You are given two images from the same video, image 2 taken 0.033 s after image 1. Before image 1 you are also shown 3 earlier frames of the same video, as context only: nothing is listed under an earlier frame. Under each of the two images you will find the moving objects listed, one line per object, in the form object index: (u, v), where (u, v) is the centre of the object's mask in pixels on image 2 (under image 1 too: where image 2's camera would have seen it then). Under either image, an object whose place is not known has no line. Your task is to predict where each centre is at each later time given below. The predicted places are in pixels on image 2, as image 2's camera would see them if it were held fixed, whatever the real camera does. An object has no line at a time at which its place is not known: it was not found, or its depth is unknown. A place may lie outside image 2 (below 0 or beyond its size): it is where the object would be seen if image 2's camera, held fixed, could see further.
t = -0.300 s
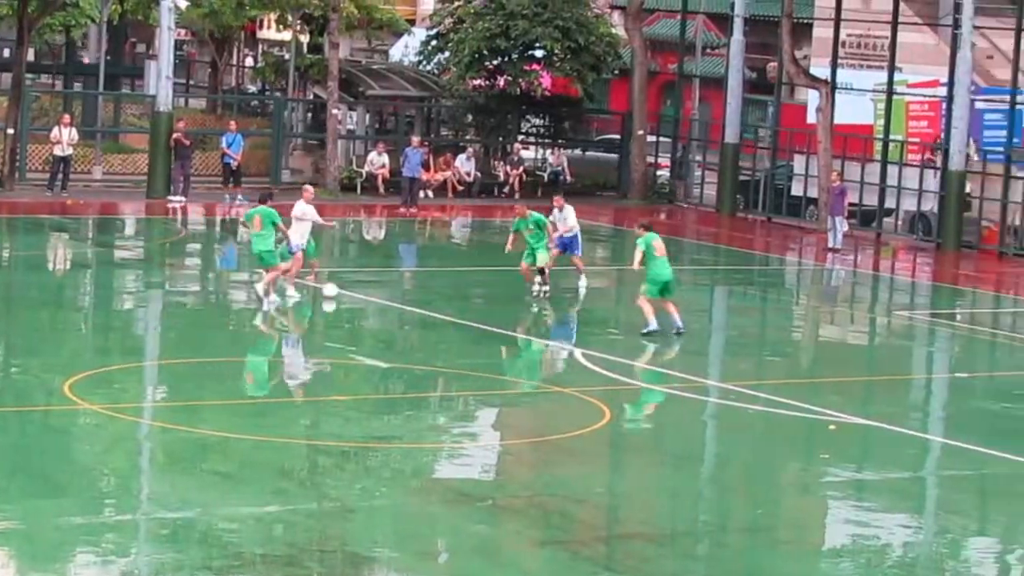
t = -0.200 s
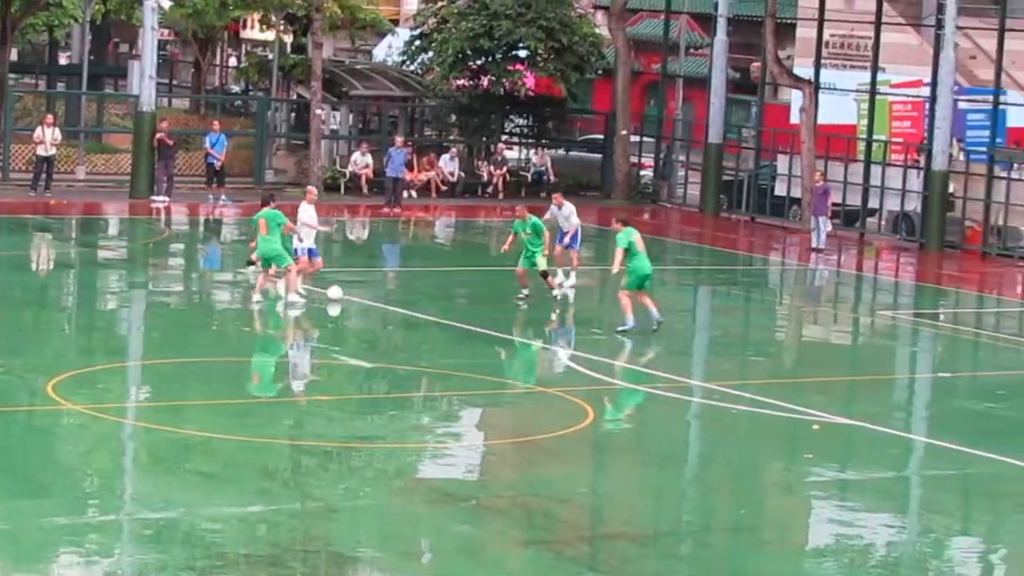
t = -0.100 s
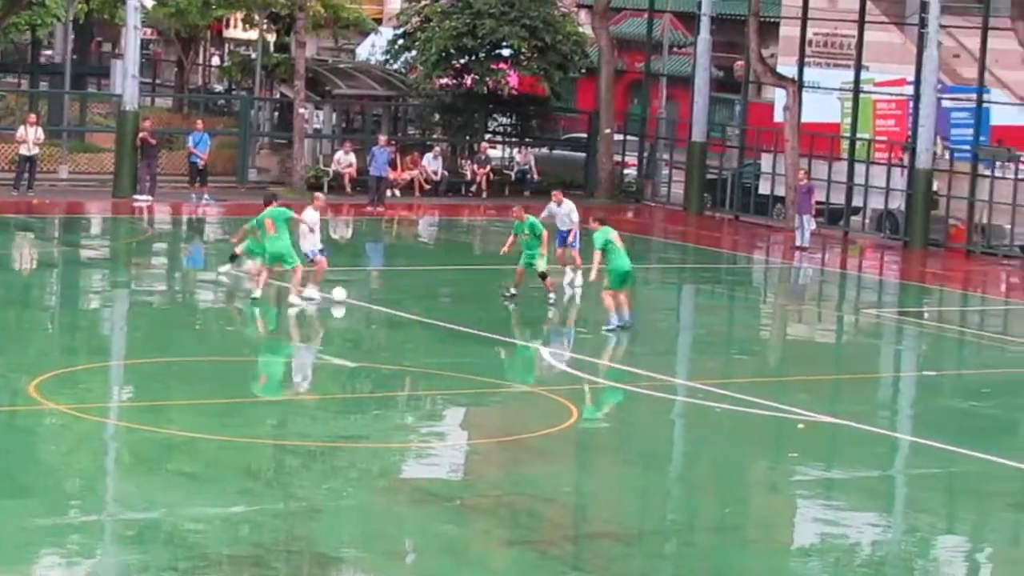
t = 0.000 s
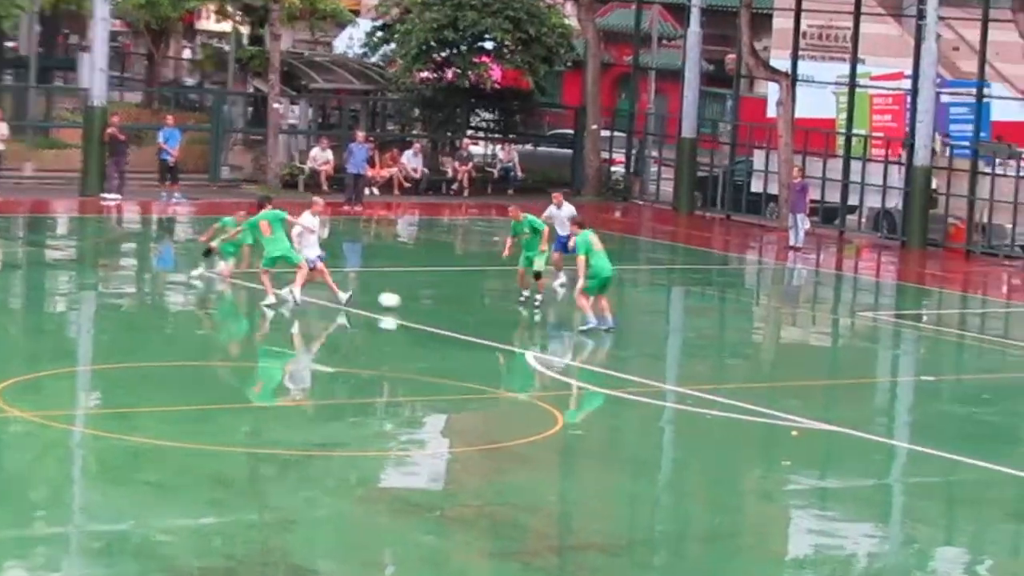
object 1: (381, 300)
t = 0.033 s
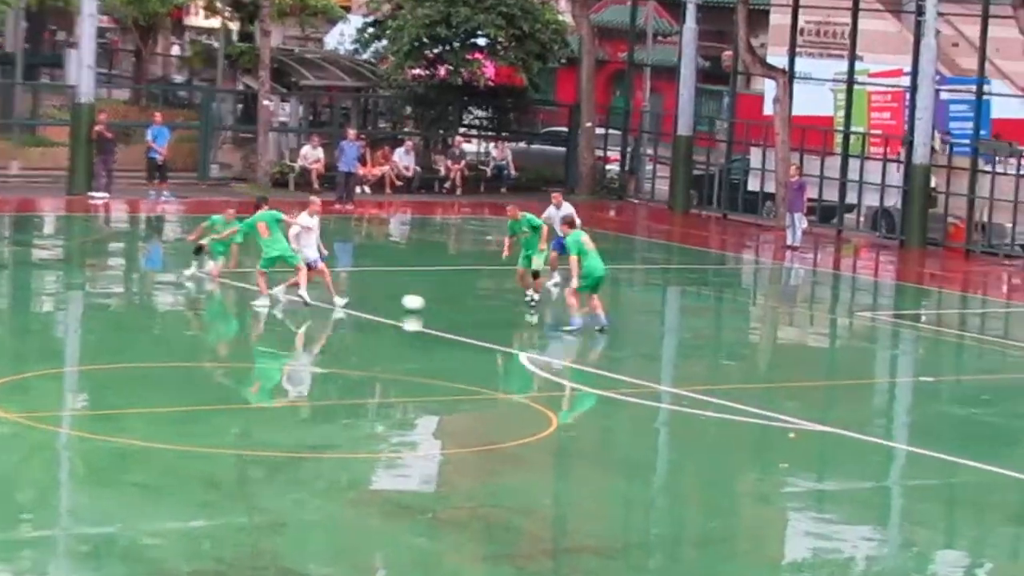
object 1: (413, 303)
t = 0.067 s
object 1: (445, 305)
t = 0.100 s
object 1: (477, 307)
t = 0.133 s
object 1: (508, 309)
